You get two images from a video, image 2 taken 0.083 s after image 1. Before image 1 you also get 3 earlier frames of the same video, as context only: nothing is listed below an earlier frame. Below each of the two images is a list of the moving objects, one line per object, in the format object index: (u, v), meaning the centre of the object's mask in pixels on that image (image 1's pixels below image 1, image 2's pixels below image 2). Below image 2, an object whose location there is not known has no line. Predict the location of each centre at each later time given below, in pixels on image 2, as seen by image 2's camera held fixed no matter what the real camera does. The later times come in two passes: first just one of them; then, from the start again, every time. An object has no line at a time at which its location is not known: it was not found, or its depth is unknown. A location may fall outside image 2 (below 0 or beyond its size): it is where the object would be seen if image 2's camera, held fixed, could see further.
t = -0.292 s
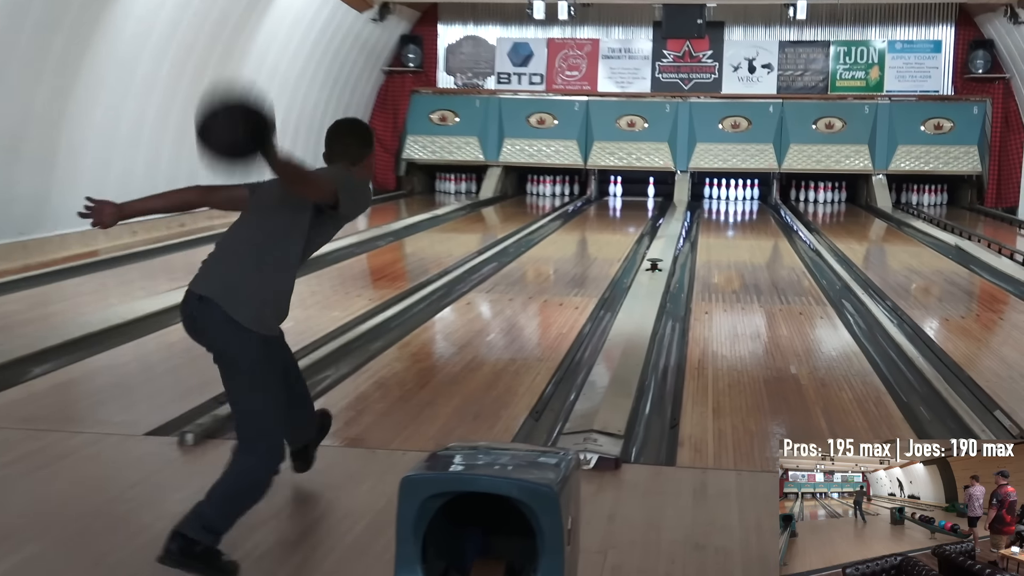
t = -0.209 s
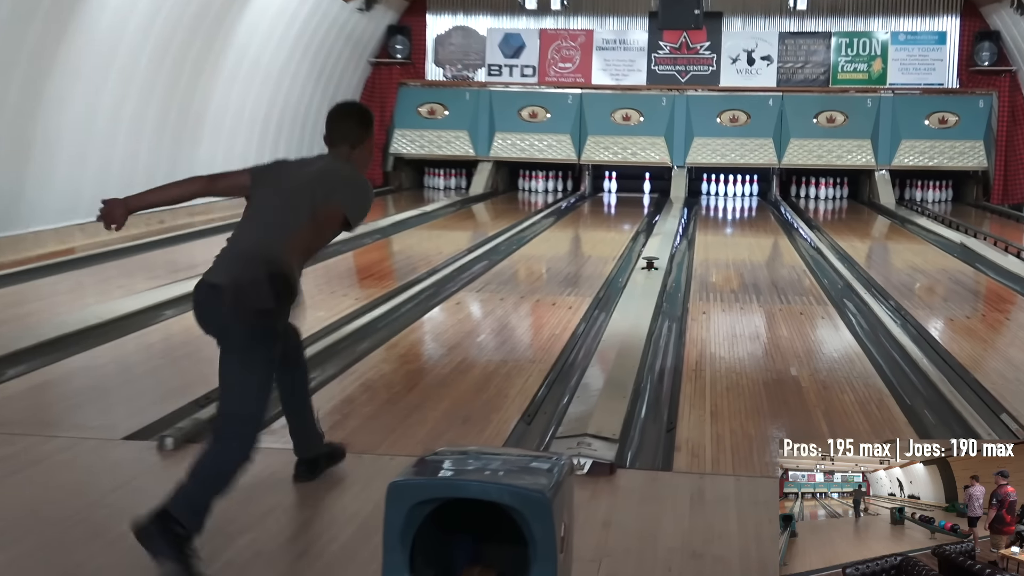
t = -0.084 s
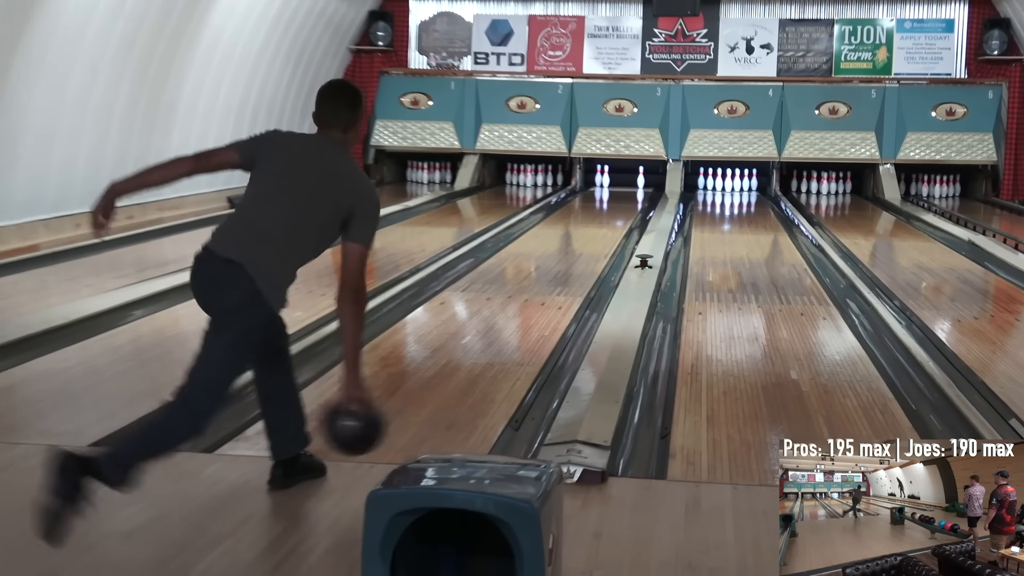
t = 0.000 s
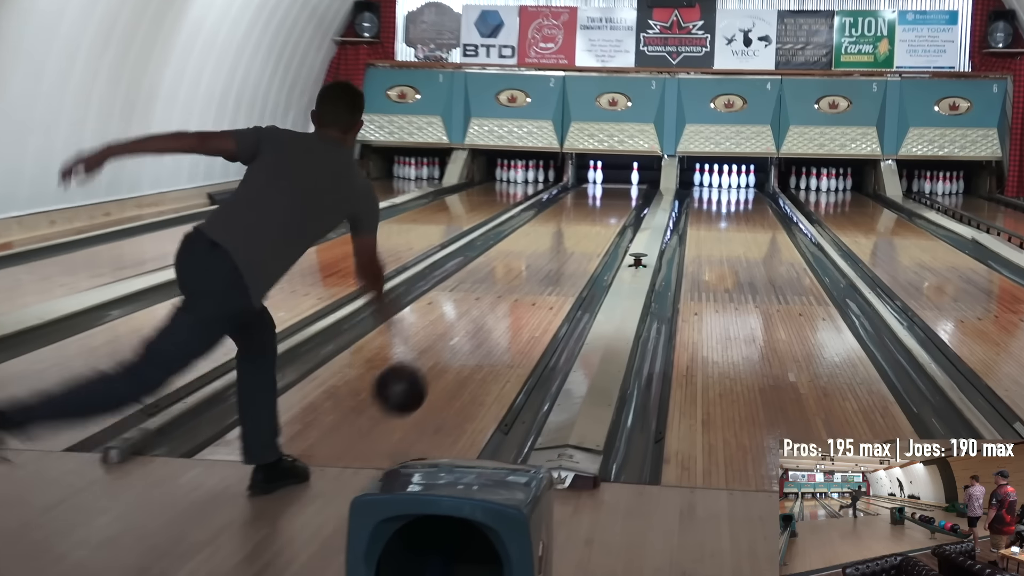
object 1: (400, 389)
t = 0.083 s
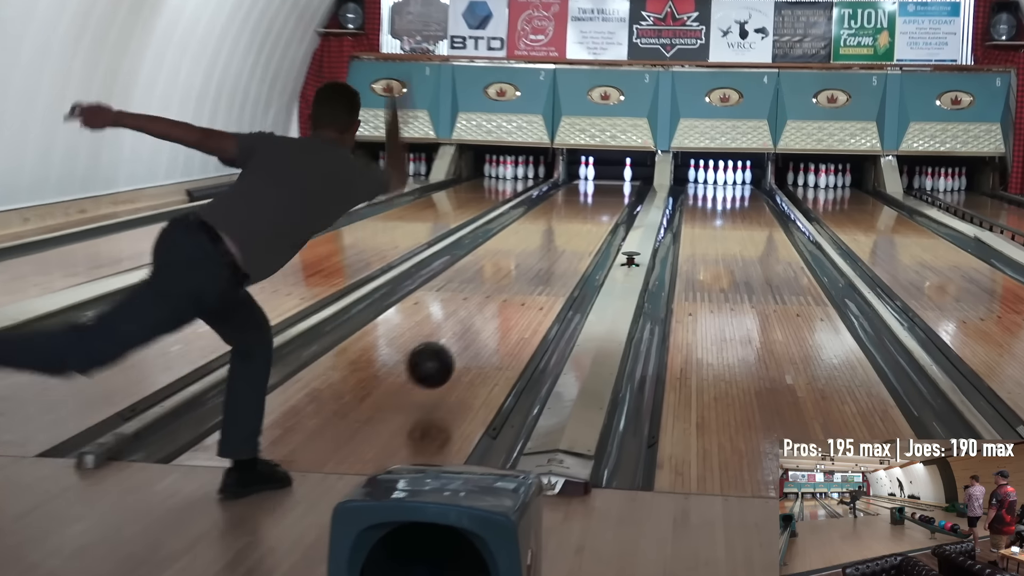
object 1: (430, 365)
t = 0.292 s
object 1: (499, 311)
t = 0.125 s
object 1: (448, 360)
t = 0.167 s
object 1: (464, 344)
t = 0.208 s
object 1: (476, 331)
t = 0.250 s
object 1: (488, 321)
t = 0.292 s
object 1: (499, 311)
